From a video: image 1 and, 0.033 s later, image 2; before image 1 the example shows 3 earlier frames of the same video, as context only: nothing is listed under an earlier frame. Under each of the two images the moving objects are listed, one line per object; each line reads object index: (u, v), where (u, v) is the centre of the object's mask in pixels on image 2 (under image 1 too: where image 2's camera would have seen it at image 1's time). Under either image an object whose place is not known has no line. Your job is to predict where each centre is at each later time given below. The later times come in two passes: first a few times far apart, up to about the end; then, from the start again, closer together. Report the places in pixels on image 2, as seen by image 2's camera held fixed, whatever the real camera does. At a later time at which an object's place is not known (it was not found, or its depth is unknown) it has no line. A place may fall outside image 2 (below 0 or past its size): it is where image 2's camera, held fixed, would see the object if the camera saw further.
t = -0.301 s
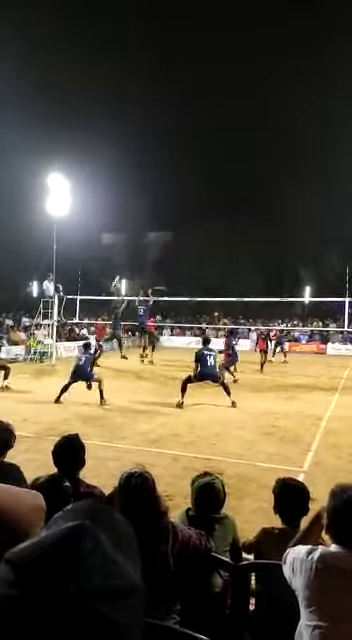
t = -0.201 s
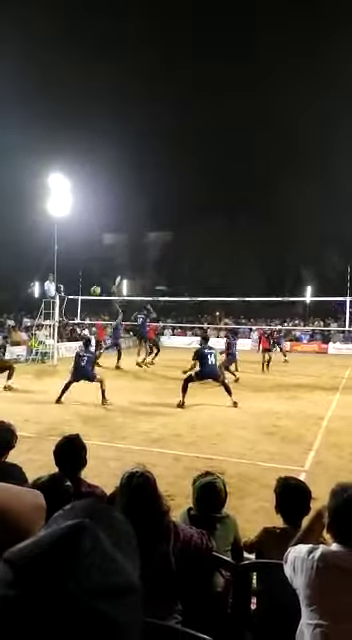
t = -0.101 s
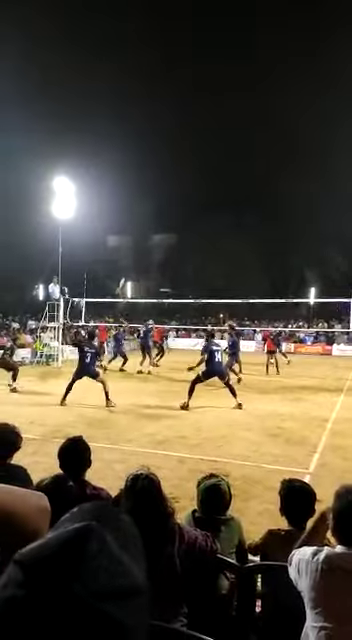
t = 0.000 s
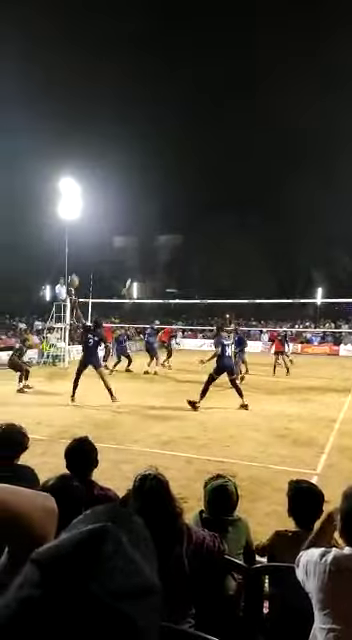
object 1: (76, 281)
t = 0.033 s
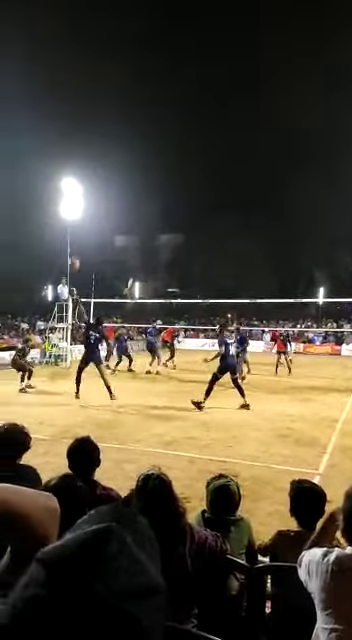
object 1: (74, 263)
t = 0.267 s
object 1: (65, 160)
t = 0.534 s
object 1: (54, 82)
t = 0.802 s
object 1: (47, 45)
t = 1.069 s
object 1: (42, 39)
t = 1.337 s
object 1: (36, 61)
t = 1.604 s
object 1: (29, 111)
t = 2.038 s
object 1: (24, 233)
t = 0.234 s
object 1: (64, 171)
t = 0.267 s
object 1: (65, 160)
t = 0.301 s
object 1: (63, 148)
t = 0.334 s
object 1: (62, 137)
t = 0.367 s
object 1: (61, 127)
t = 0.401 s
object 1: (60, 116)
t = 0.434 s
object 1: (59, 107)
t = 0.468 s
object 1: (57, 98)
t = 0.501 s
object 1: (56, 90)
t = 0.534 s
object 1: (54, 82)
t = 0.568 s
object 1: (54, 75)
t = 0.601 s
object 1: (52, 69)
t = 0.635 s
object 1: (51, 64)
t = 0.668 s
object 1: (50, 59)
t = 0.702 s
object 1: (49, 54)
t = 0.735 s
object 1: (49, 50)
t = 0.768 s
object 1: (48, 48)
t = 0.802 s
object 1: (47, 45)
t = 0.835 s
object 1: (47, 41)
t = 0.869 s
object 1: (47, 41)
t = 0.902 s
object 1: (45, 41)
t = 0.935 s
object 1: (45, 42)
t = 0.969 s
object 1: (44, 40)
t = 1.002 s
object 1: (44, 40)
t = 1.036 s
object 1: (42, 40)
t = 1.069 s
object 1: (42, 39)
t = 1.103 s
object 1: (41, 41)
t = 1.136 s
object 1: (40, 42)
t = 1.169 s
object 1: (39, 44)
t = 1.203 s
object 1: (39, 47)
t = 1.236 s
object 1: (38, 50)
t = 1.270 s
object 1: (37, 54)
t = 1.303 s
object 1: (36, 58)
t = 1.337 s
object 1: (36, 61)
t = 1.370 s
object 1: (35, 66)
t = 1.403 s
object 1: (34, 71)
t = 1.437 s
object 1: (33, 77)
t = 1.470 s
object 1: (32, 84)
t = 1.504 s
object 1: (31, 89)
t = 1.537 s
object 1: (30, 96)
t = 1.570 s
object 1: (30, 103)
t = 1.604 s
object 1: (29, 111)
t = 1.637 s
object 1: (28, 118)
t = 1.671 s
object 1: (28, 126)
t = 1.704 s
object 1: (27, 134)
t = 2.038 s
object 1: (24, 233)
